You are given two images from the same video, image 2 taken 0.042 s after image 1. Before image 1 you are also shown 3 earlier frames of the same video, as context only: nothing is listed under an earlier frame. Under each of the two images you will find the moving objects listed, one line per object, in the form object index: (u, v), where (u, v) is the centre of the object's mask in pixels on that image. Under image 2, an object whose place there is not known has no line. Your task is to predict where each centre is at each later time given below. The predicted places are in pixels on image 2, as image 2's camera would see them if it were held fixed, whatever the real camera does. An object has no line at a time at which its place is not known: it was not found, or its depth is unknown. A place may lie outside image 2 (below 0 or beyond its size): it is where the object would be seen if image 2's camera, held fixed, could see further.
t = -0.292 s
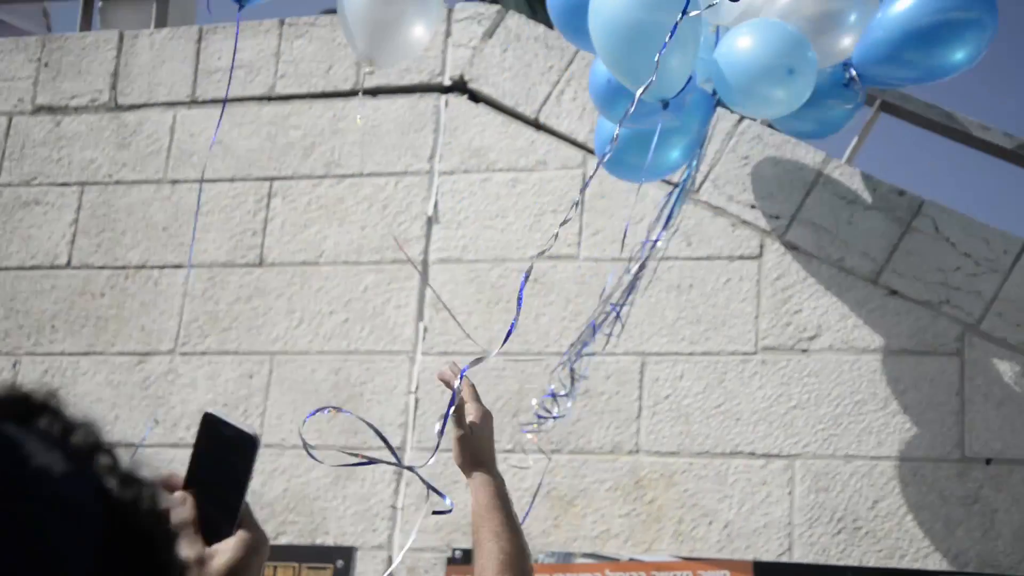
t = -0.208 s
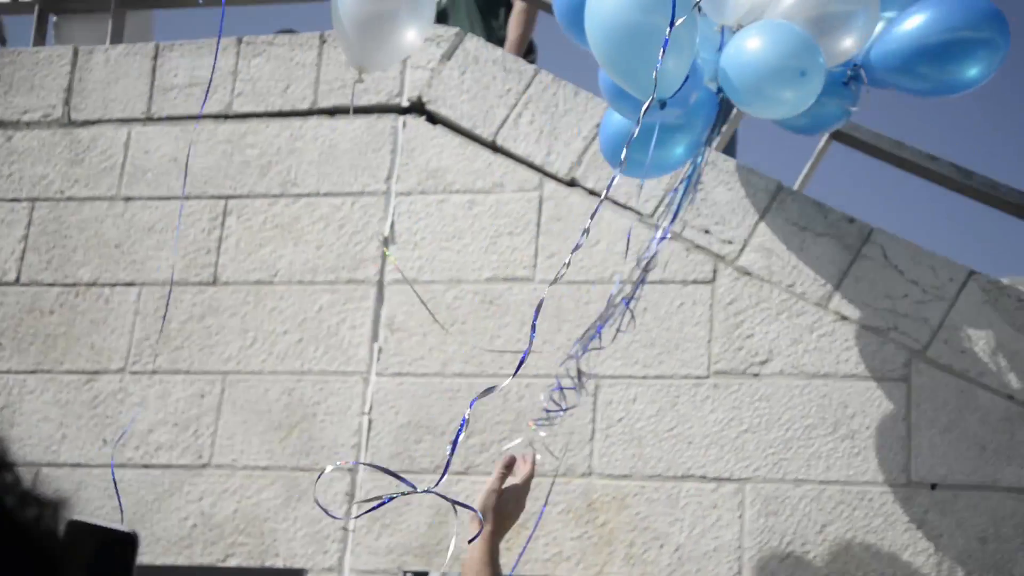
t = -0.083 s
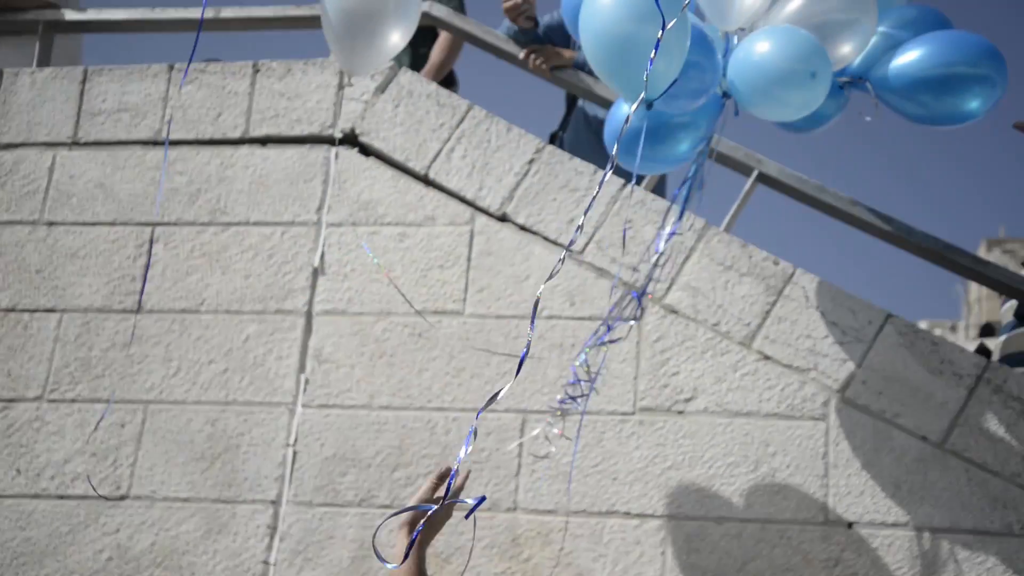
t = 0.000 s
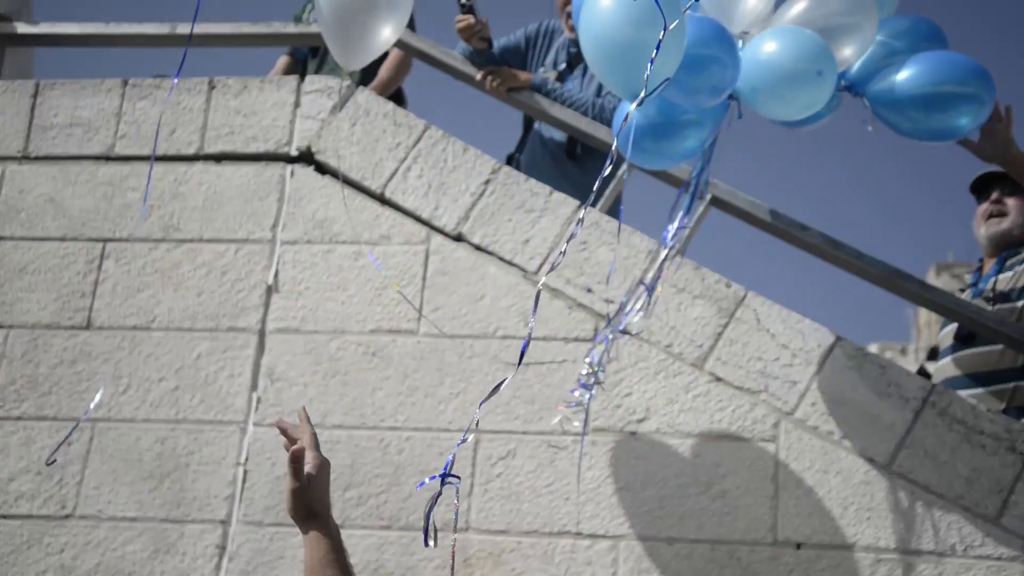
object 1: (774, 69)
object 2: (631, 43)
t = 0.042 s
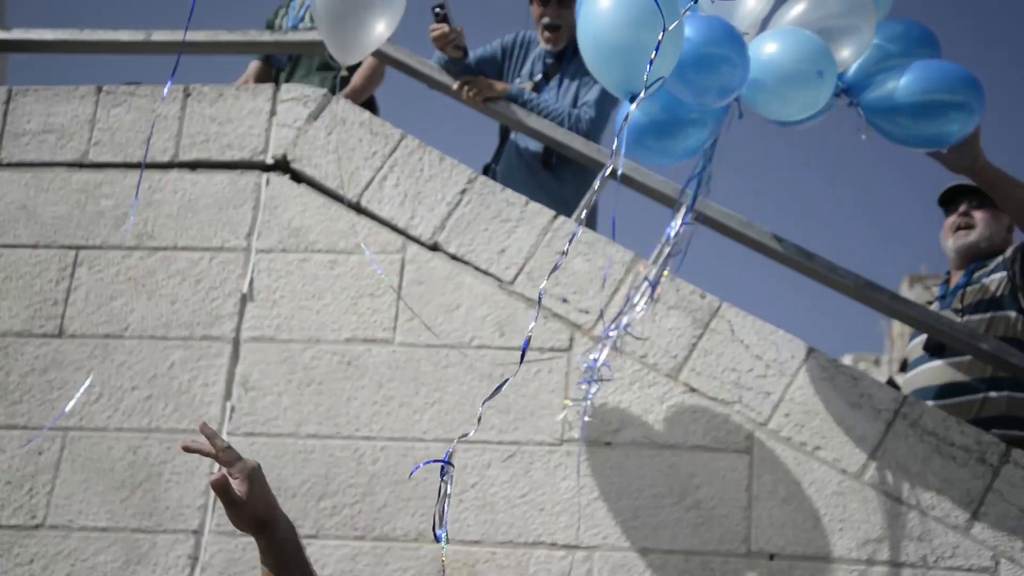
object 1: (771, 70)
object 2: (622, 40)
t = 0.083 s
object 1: (792, 56)
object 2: (646, 25)
